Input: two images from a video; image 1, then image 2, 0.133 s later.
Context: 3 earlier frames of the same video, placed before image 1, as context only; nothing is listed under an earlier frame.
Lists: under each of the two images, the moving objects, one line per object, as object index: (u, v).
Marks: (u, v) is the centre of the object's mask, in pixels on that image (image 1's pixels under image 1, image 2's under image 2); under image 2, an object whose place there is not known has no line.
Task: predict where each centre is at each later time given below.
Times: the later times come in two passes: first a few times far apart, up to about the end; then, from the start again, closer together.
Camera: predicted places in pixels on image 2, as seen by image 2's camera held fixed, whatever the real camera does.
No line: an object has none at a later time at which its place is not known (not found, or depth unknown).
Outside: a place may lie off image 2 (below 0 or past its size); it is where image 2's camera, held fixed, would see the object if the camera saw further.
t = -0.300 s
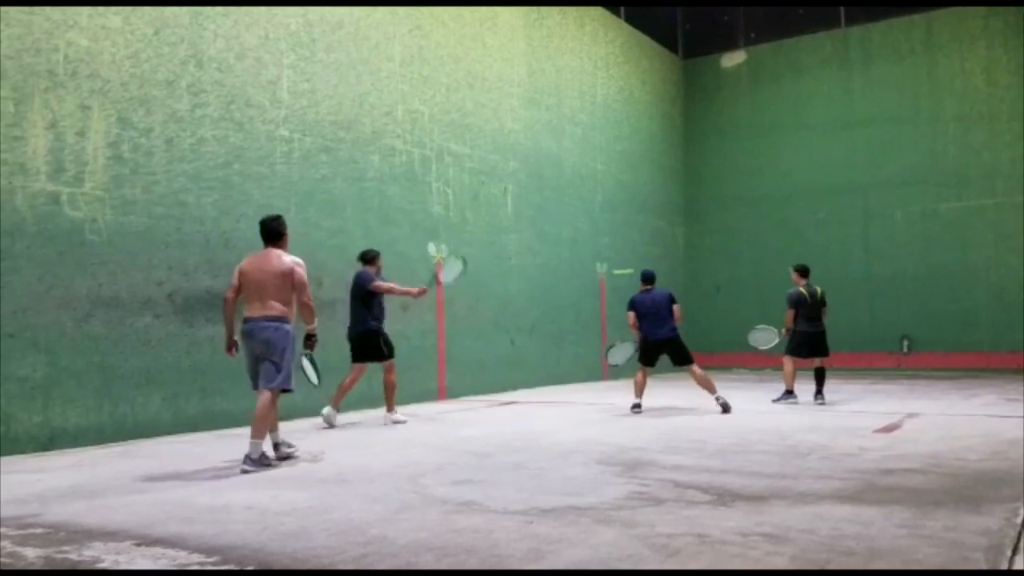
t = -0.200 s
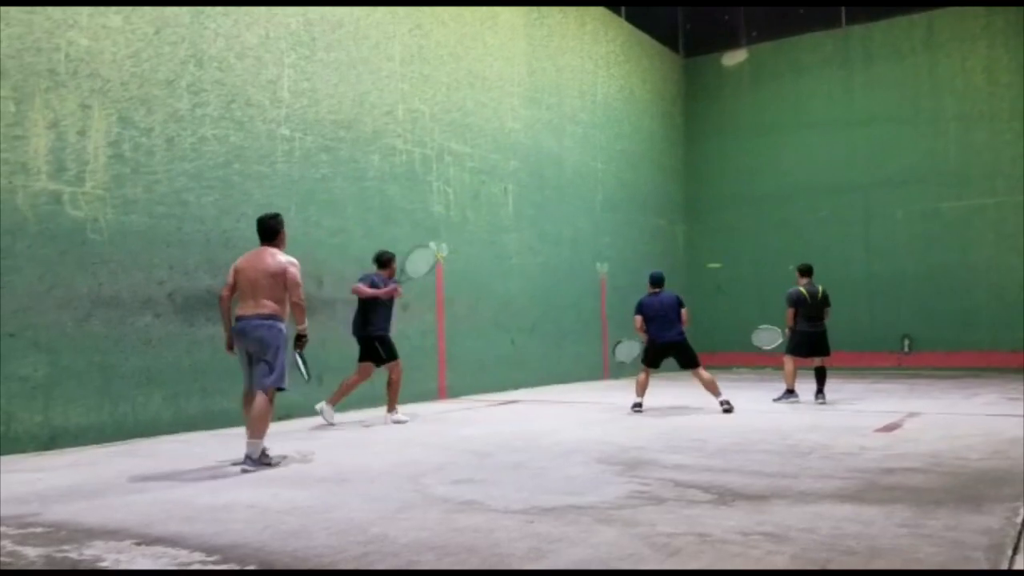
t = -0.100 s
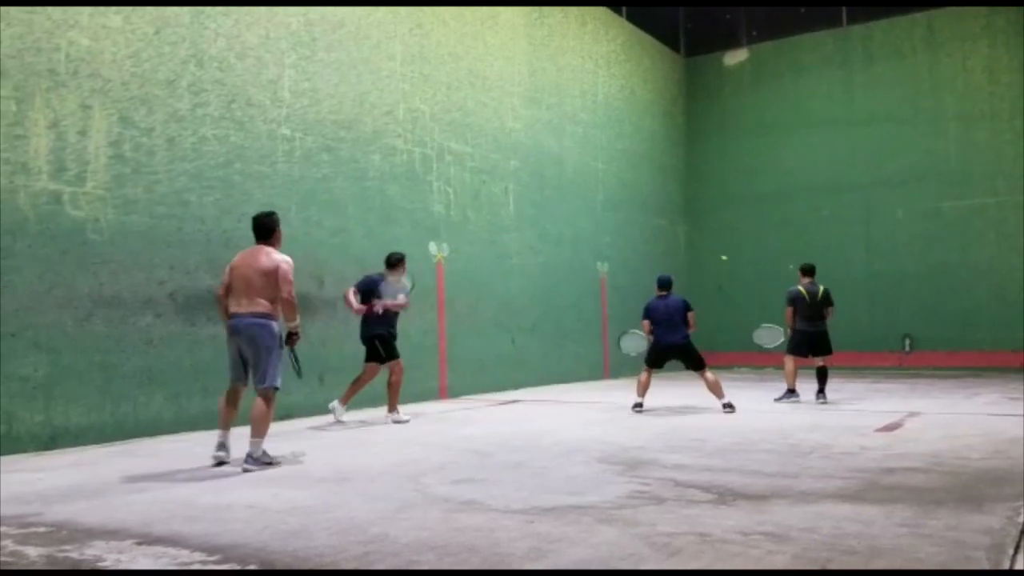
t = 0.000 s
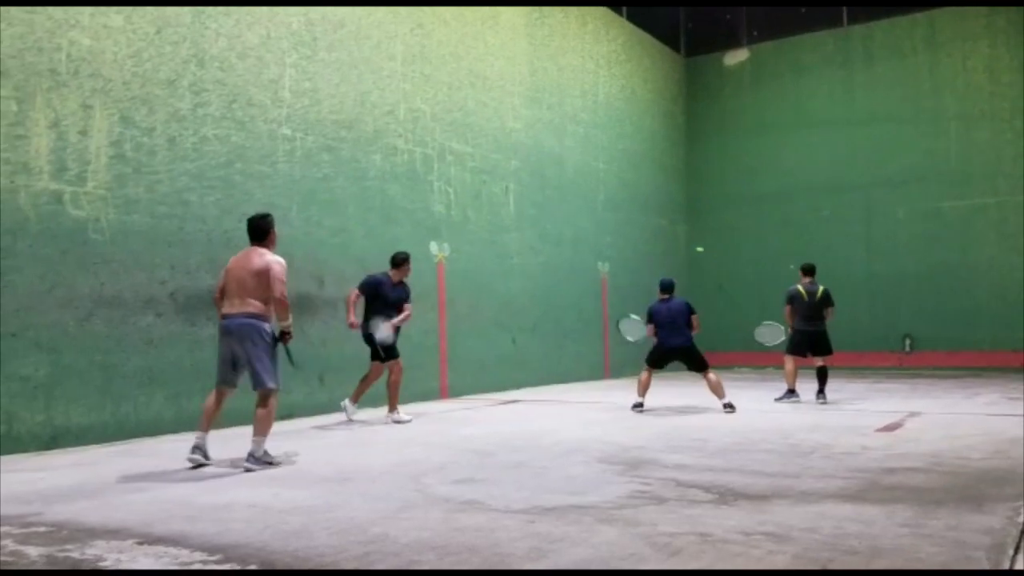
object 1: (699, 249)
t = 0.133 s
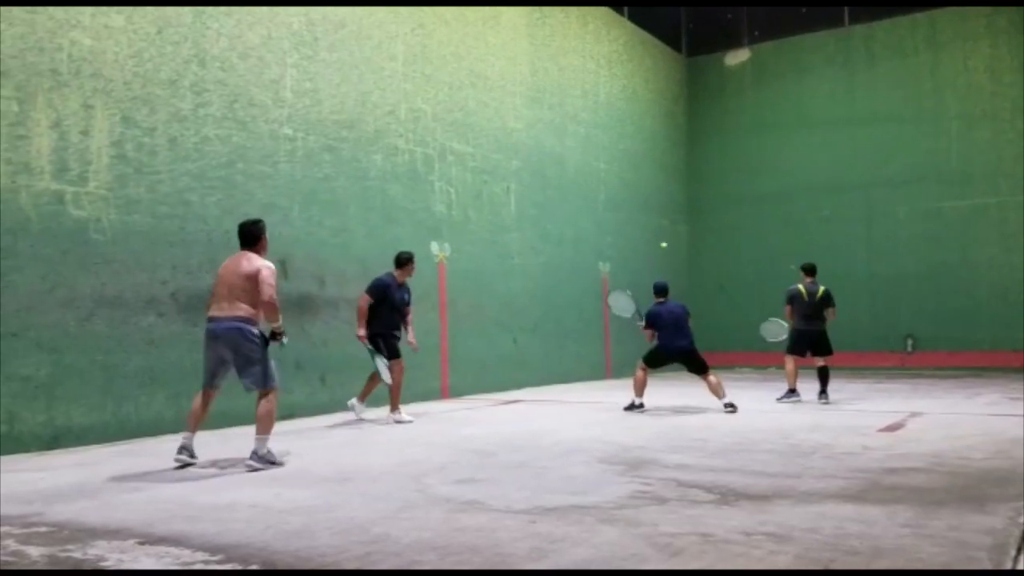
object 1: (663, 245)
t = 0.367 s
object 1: (581, 263)
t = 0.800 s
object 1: (335, 405)
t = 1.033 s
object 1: (219, 313)
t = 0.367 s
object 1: (581, 263)
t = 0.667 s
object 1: (420, 374)
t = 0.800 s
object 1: (335, 405)
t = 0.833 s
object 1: (320, 389)
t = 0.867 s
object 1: (305, 374)
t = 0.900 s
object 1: (290, 361)
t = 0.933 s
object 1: (274, 347)
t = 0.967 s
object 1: (257, 334)
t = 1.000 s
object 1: (238, 323)
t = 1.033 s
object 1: (219, 313)
